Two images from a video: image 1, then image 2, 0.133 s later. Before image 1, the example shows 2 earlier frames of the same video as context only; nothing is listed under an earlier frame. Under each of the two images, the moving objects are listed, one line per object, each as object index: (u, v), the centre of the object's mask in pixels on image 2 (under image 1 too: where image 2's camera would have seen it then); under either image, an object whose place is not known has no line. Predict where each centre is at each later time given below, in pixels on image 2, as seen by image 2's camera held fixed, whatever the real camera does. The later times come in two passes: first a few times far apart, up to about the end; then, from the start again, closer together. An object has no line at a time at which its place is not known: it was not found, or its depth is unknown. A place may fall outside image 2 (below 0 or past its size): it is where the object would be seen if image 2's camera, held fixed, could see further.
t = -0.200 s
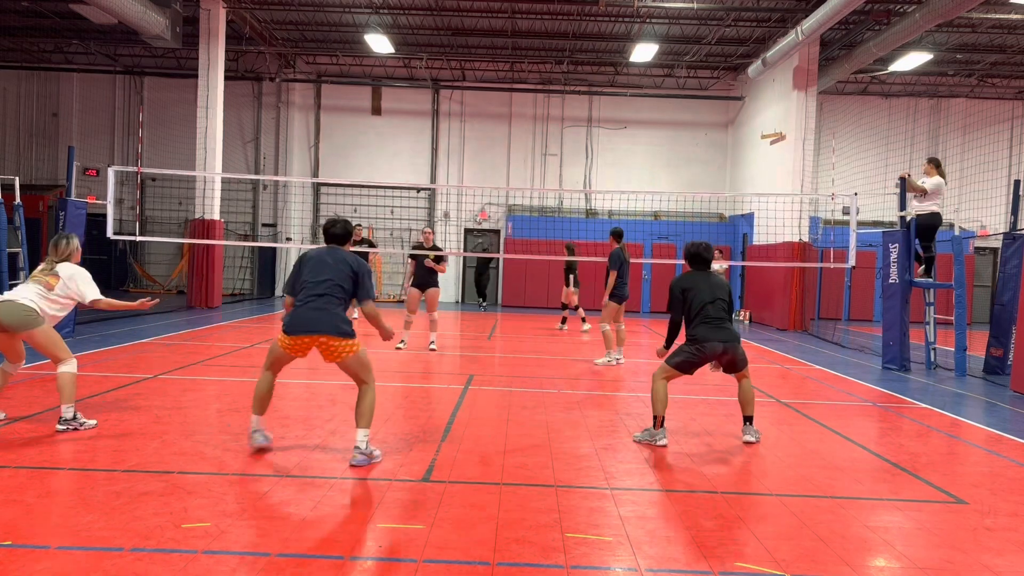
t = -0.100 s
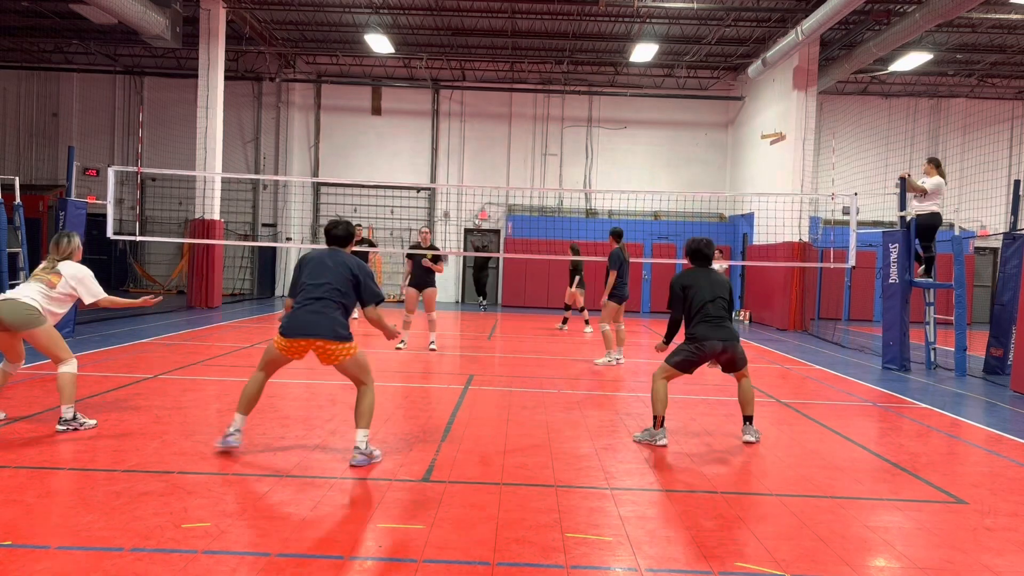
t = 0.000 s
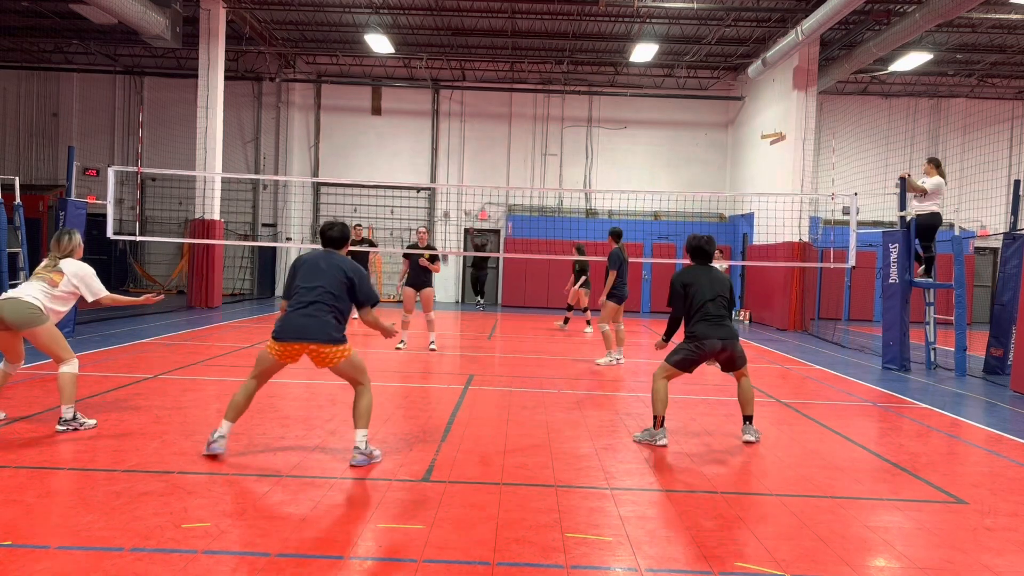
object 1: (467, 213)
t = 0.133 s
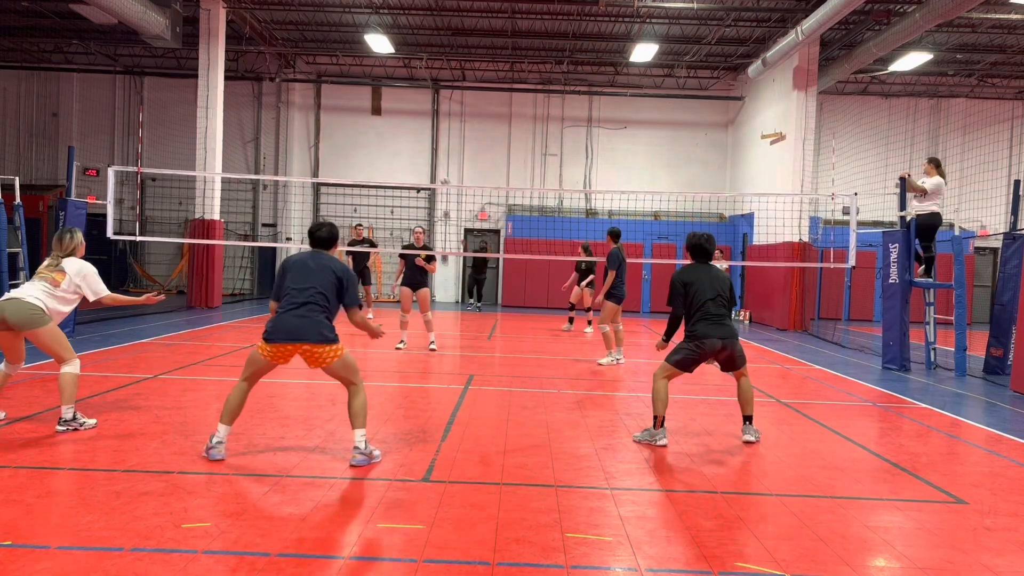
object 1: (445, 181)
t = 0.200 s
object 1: (431, 165)
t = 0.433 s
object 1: (370, 117)
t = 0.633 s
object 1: (300, 83)
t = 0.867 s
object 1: (180, 77)
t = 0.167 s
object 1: (438, 173)
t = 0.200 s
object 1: (431, 165)
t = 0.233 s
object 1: (422, 158)
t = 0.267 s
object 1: (415, 150)
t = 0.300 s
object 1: (406, 143)
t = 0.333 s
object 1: (398, 137)
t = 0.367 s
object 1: (389, 128)
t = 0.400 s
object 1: (381, 123)
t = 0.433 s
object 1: (370, 117)
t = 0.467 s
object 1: (360, 110)
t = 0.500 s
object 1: (350, 105)
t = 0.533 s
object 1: (338, 99)
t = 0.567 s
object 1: (326, 94)
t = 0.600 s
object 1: (314, 89)
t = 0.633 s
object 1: (300, 83)
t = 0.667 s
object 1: (287, 81)
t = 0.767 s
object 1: (239, 74)
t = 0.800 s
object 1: (222, 74)
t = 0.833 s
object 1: (201, 75)
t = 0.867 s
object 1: (180, 77)
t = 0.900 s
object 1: (158, 81)
